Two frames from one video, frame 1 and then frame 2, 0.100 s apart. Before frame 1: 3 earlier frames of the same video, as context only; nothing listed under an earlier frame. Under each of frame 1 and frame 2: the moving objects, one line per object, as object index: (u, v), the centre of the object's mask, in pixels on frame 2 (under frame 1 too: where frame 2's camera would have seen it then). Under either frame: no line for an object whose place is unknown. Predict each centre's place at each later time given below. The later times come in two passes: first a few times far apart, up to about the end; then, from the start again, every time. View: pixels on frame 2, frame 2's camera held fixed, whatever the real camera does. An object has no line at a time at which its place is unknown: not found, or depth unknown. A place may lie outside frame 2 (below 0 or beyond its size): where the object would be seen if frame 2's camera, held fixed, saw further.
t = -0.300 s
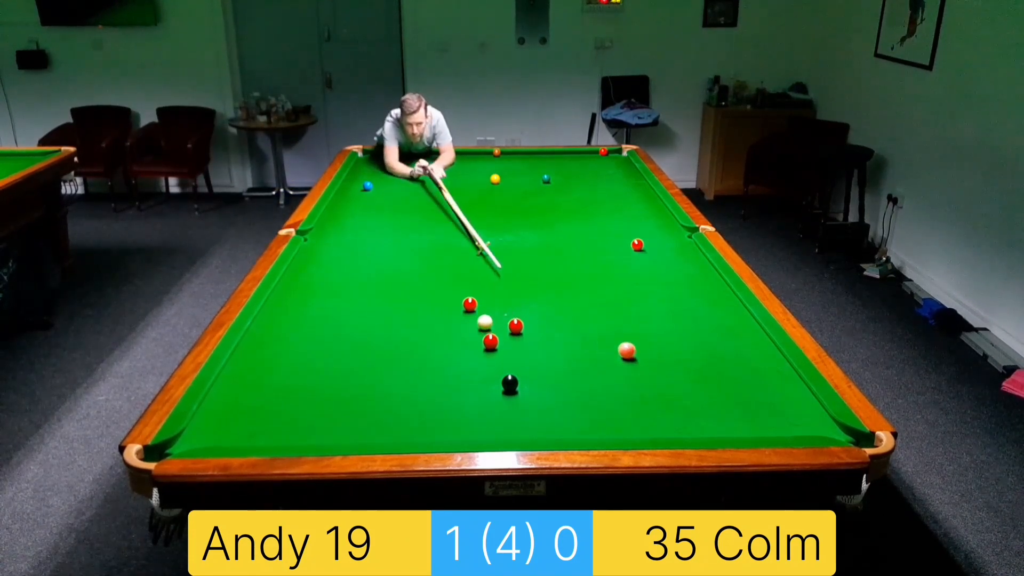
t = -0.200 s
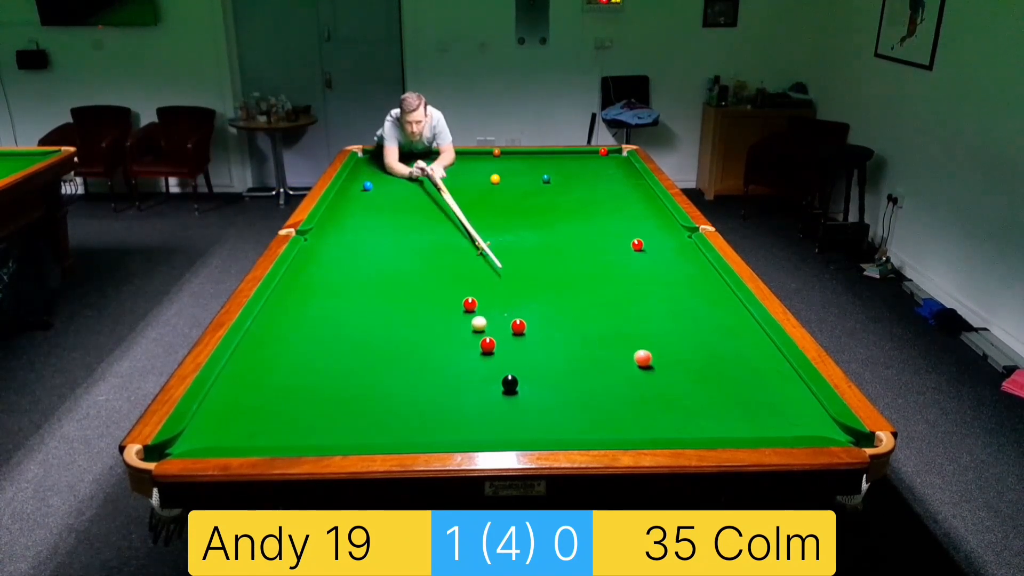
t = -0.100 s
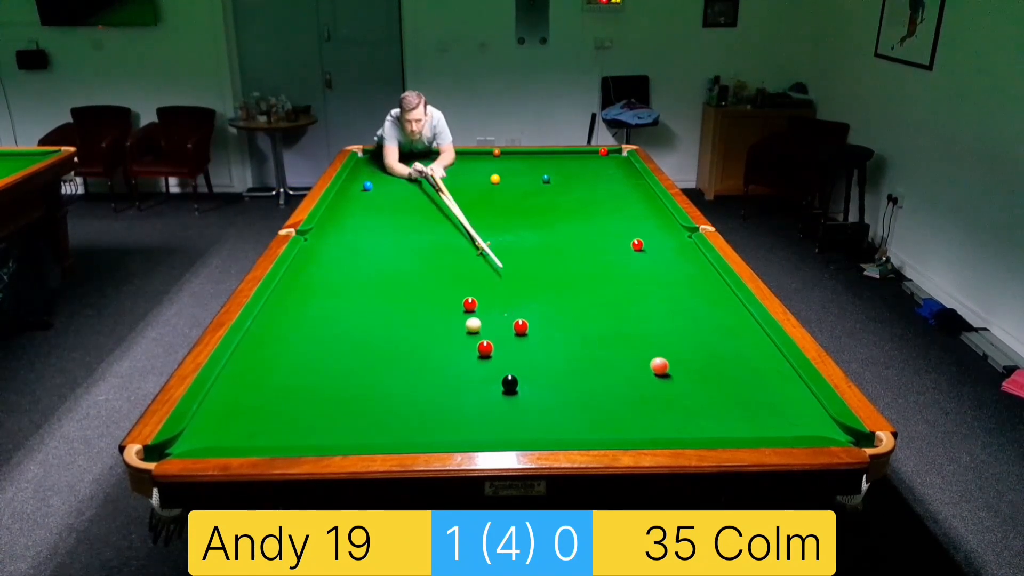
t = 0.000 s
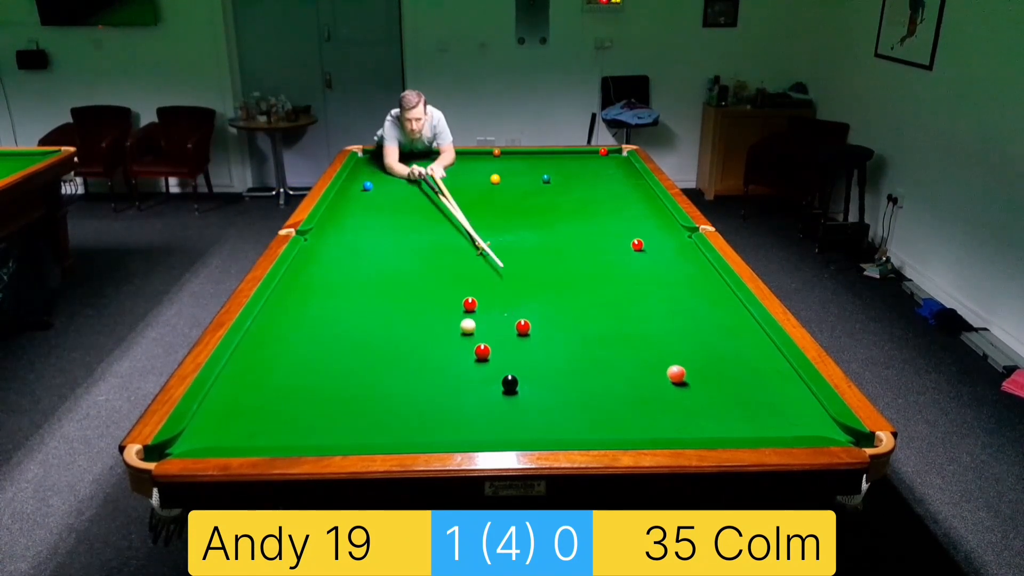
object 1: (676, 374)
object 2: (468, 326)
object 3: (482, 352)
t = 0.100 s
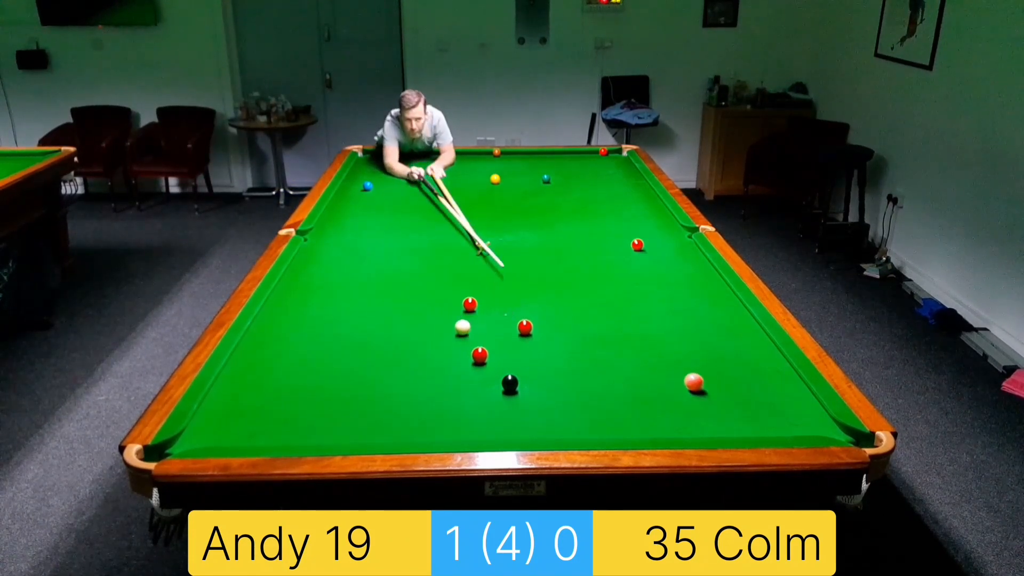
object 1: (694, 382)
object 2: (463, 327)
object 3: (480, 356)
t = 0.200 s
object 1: (712, 390)
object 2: (457, 328)
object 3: (477, 359)
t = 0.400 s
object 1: (749, 408)
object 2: (448, 331)
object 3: (472, 366)
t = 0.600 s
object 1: (787, 425)
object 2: (439, 333)
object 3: (468, 372)
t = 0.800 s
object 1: (809, 425)
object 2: (431, 334)
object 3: (464, 377)
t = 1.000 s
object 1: (818, 413)
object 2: (424, 336)
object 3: (460, 382)
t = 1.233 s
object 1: (800, 402)
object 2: (417, 338)
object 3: (456, 388)
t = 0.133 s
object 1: (700, 385)
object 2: (461, 328)
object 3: (479, 357)
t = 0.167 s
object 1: (706, 388)
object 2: (459, 328)
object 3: (478, 358)
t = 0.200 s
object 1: (712, 390)
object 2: (457, 328)
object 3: (477, 359)
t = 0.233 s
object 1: (718, 393)
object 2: (456, 329)
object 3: (476, 360)
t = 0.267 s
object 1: (724, 396)
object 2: (454, 329)
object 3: (475, 361)
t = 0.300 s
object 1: (730, 399)
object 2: (453, 330)
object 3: (475, 362)
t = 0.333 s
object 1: (736, 402)
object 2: (451, 330)
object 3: (474, 363)
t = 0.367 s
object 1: (743, 405)
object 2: (449, 330)
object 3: (473, 364)
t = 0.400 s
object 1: (749, 408)
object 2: (448, 331)
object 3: (472, 366)
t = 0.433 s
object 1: (755, 411)
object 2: (446, 331)
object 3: (472, 367)
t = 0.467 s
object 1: (762, 414)
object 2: (445, 331)
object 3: (471, 368)
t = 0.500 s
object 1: (768, 417)
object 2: (443, 332)
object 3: (470, 369)
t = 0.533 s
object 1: (774, 420)
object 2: (442, 332)
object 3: (469, 370)
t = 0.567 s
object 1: (781, 423)
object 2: (441, 332)
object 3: (469, 371)
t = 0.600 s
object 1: (787, 425)
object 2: (439, 333)
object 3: (468, 372)
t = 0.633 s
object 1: (794, 427)
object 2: (438, 333)
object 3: (467, 373)
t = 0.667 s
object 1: (800, 429)
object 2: (437, 333)
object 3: (466, 374)
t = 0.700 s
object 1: (803, 429)
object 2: (435, 333)
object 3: (465, 374)
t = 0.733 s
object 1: (805, 427)
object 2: (434, 334)
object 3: (465, 375)
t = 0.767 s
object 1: (807, 426)
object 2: (433, 334)
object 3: (464, 376)
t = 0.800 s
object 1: (809, 425)
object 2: (431, 334)
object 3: (464, 377)
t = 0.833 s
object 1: (810, 423)
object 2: (430, 335)
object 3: (463, 378)
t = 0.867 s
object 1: (812, 421)
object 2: (429, 335)
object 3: (462, 379)
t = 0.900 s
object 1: (813, 419)
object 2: (428, 335)
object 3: (462, 380)
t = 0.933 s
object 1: (815, 417)
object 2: (427, 336)
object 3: (461, 381)
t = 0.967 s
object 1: (816, 415)
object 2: (425, 336)
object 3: (460, 382)
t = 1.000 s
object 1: (818, 413)
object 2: (424, 336)
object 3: (460, 382)
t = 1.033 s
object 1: (818, 411)
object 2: (423, 336)
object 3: (459, 383)
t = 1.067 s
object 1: (815, 410)
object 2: (422, 337)
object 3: (459, 384)
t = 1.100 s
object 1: (812, 408)
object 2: (421, 337)
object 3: (458, 385)
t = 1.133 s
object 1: (809, 406)
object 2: (420, 337)
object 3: (457, 386)
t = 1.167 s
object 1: (806, 405)
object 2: (419, 337)
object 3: (457, 387)
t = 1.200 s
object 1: (803, 403)
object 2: (418, 337)
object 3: (456, 387)
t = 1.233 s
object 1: (800, 402)
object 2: (417, 338)
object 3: (456, 388)
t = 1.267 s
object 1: (798, 401)
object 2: (416, 338)
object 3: (455, 389)
